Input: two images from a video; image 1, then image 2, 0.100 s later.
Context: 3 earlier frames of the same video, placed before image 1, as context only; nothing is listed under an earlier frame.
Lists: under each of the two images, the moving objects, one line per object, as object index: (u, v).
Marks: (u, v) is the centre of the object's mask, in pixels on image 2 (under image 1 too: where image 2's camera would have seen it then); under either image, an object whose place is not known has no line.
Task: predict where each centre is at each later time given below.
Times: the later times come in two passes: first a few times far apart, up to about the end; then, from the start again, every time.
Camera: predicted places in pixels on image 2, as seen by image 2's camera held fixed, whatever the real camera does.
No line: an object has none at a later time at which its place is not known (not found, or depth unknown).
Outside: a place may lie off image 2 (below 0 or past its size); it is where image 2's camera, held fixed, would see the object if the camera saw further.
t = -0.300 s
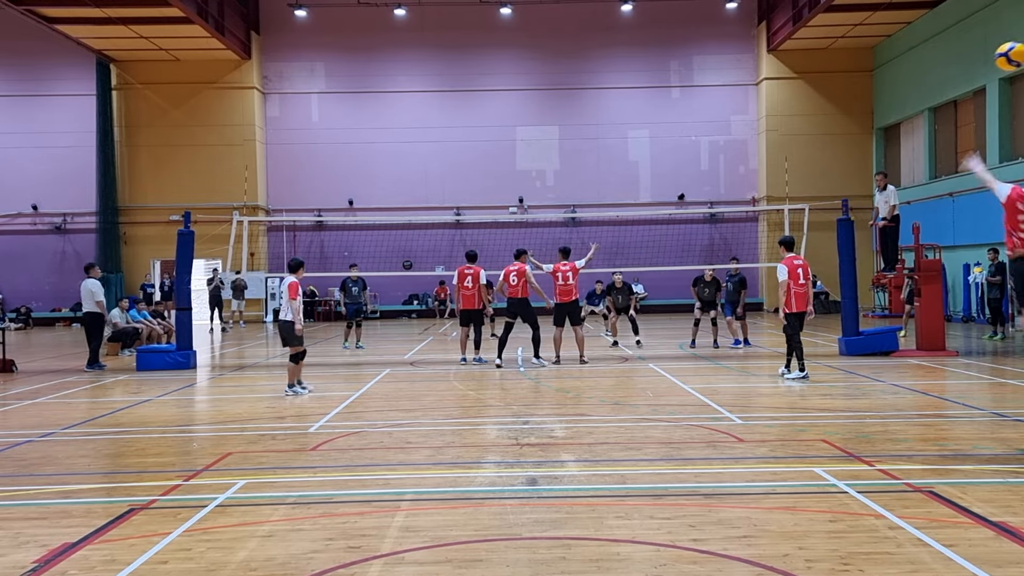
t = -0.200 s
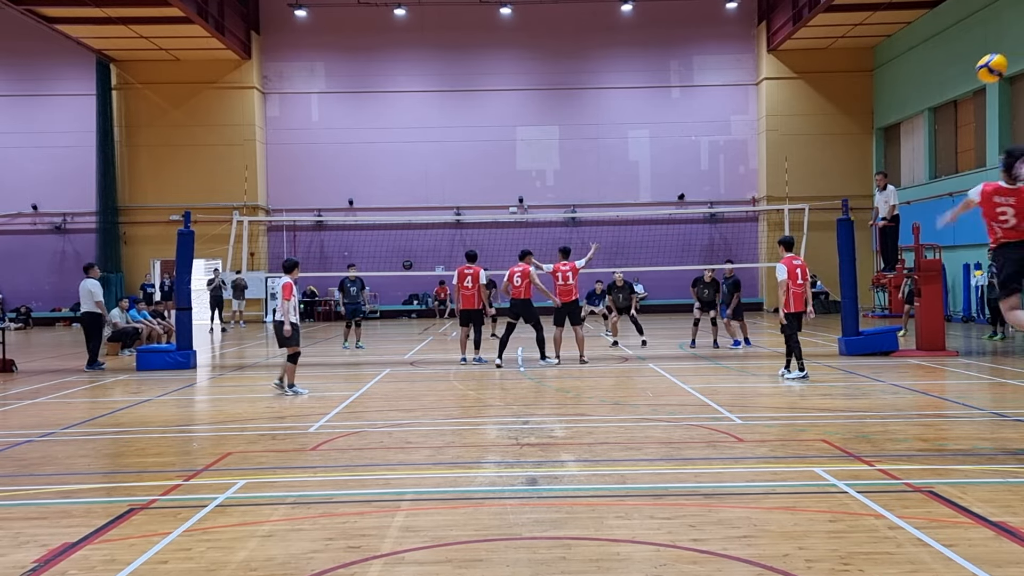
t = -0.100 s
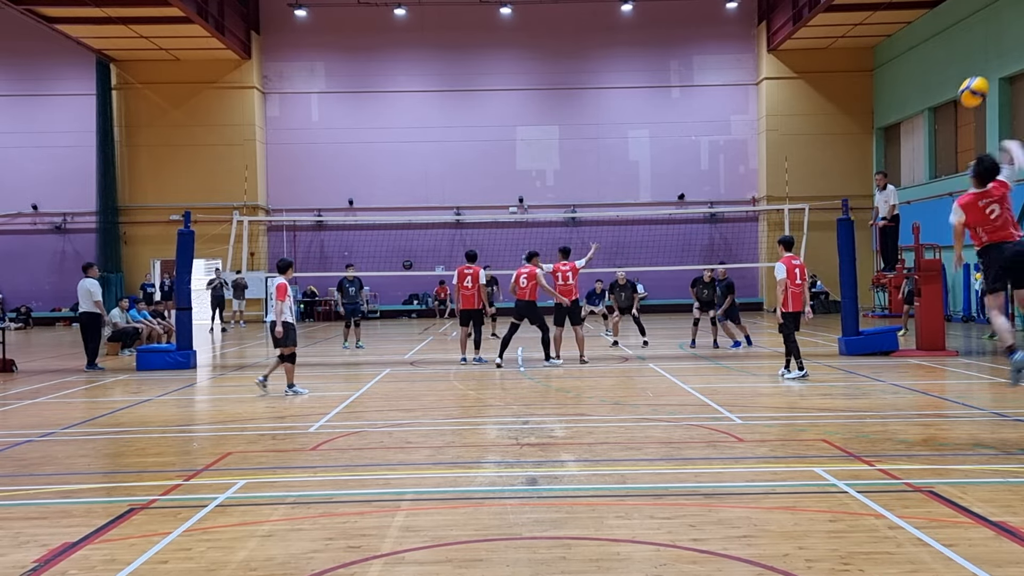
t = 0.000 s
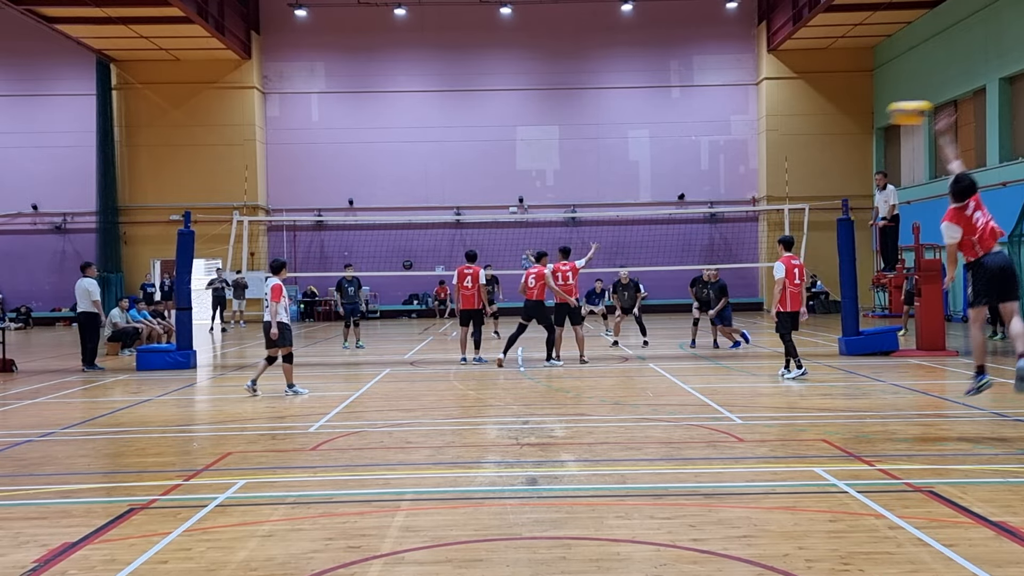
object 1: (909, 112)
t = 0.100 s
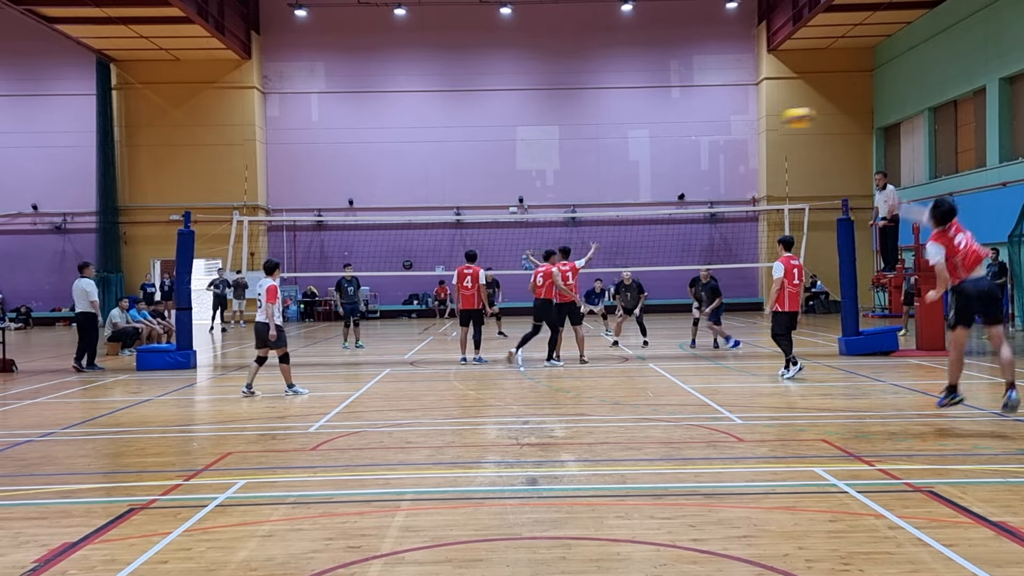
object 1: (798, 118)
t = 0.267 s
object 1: (680, 137)
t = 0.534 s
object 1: (575, 186)
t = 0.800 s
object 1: (517, 233)
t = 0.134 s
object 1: (769, 120)
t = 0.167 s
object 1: (742, 123)
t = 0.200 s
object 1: (720, 127)
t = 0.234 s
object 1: (698, 132)
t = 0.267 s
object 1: (680, 137)
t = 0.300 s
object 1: (662, 143)
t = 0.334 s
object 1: (646, 150)
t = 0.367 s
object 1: (632, 156)
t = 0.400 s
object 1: (619, 161)
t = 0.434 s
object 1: (607, 168)
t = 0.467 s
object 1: (596, 174)
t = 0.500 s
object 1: (586, 181)
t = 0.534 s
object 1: (575, 186)
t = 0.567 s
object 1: (567, 192)
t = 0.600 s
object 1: (558, 197)
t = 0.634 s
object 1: (550, 203)
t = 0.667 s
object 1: (542, 209)
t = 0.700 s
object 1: (535, 215)
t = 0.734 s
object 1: (528, 222)
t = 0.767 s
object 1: (523, 227)
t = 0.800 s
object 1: (517, 233)
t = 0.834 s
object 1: (512, 239)
